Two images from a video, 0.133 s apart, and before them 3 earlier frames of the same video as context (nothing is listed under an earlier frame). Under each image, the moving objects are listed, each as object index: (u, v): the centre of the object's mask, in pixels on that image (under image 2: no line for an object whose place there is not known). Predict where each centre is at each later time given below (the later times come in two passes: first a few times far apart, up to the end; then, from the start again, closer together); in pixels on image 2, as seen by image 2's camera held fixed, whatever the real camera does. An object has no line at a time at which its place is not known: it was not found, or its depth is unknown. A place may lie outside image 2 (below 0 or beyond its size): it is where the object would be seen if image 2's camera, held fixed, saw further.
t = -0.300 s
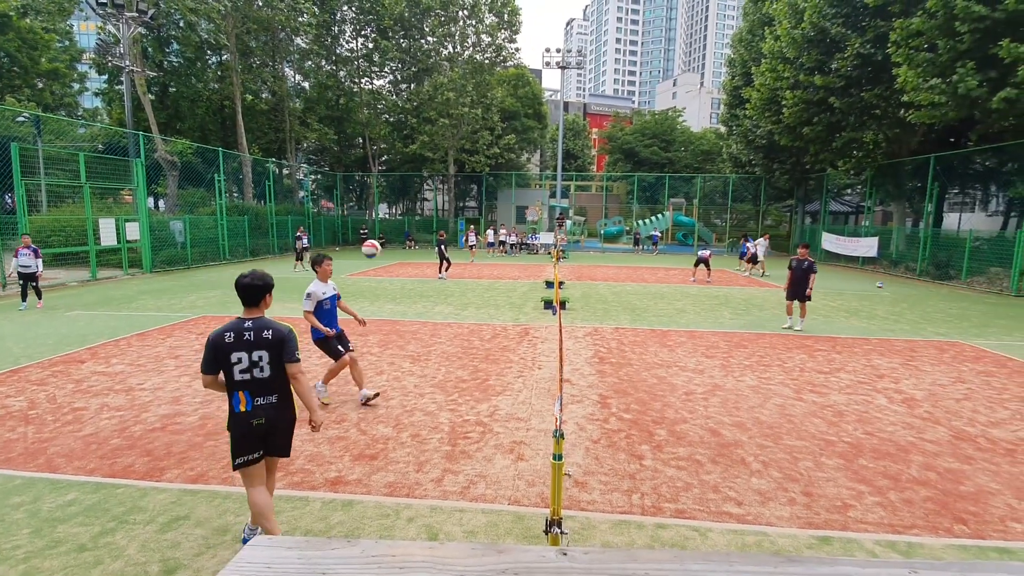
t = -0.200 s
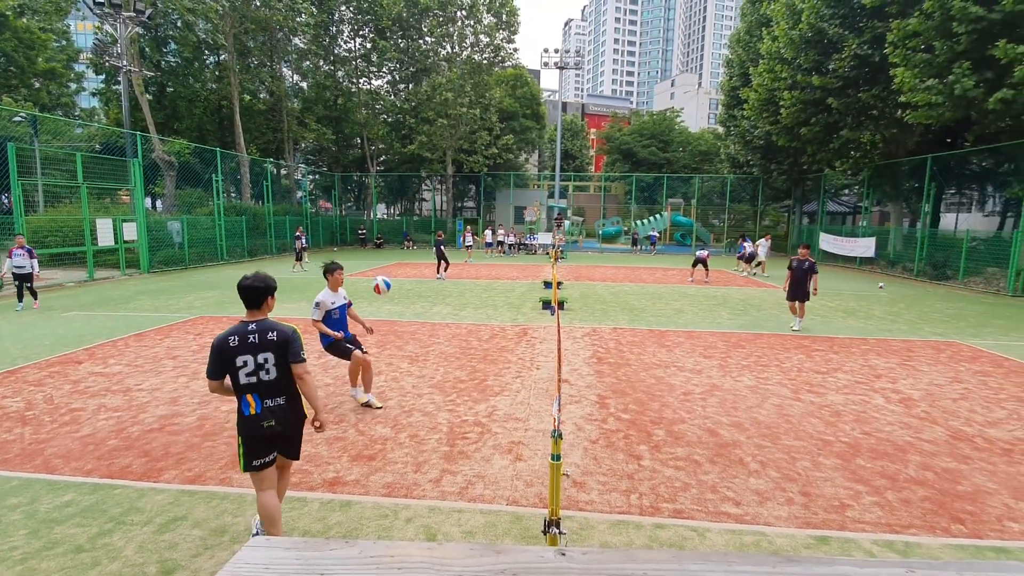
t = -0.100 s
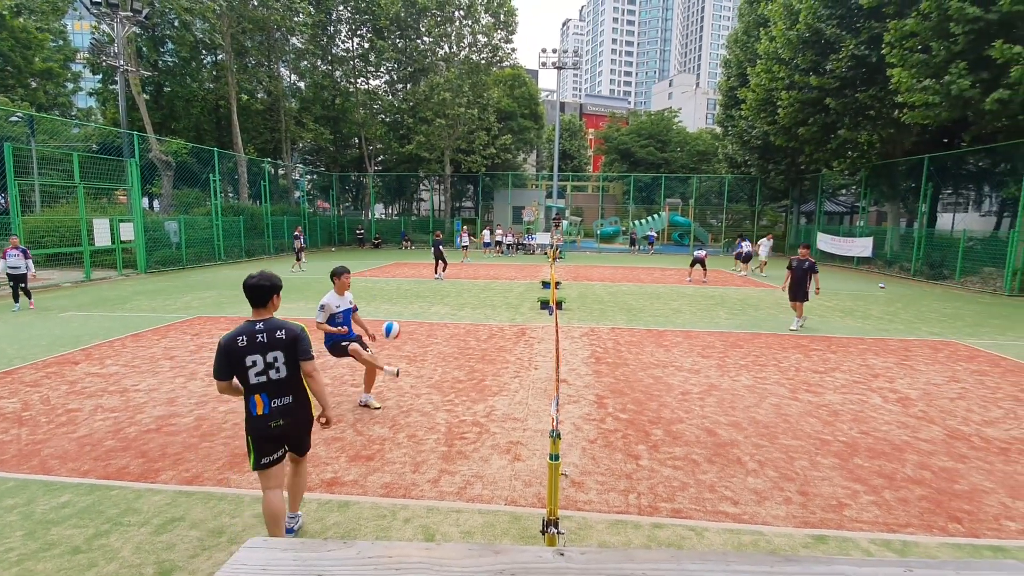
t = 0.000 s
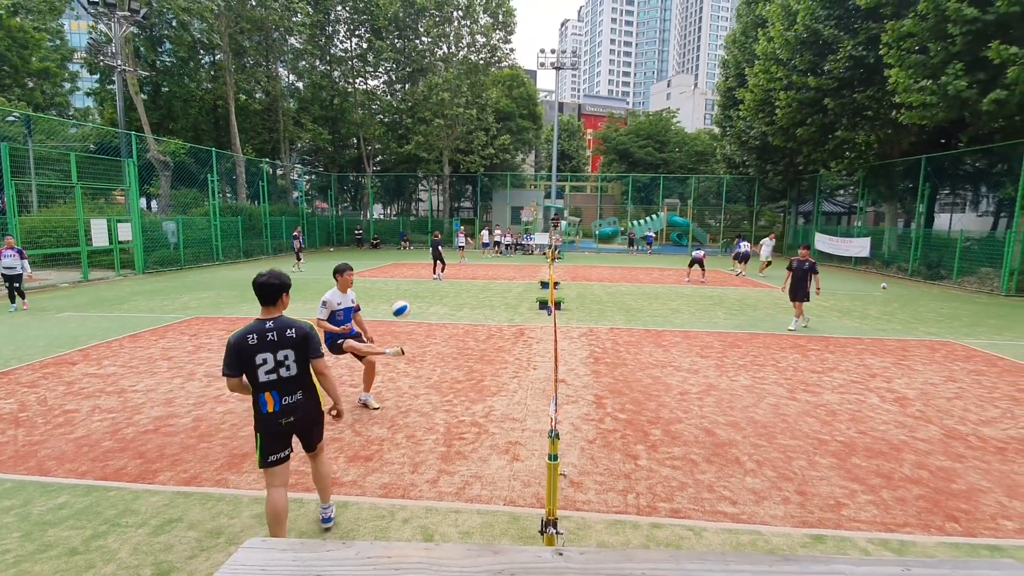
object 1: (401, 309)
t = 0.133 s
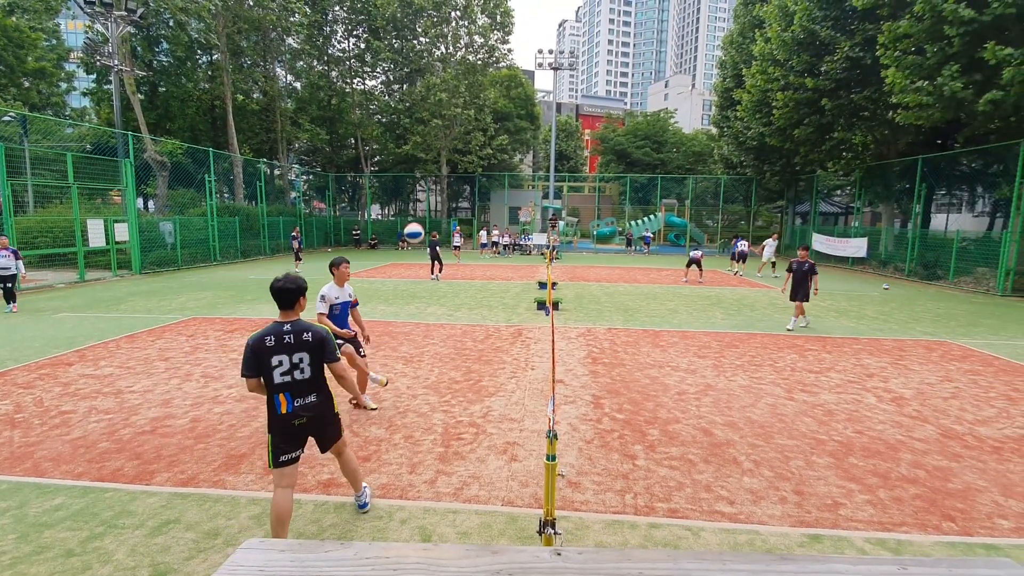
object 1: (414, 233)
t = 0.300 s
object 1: (436, 156)
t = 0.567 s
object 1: (473, 86)
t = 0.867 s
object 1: (517, 95)
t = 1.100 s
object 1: (551, 169)
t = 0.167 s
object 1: (418, 216)
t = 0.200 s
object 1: (422, 199)
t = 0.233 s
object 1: (426, 184)
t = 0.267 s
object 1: (431, 170)
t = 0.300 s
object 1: (436, 156)
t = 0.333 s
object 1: (440, 143)
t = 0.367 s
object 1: (444, 132)
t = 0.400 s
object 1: (449, 122)
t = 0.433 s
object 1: (453, 112)
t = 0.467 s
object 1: (458, 104)
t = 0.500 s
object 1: (463, 97)
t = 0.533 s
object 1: (468, 91)
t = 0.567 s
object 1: (473, 86)
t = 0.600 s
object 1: (478, 82)
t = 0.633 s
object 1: (483, 79)
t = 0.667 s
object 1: (487, 78)
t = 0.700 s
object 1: (492, 78)
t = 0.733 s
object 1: (497, 79)
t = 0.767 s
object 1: (502, 81)
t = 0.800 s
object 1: (507, 84)
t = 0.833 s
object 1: (512, 89)
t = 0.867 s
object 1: (517, 95)
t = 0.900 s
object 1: (522, 102)
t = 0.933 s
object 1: (527, 110)
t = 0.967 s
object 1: (532, 120)
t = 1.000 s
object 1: (536, 130)
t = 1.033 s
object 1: (542, 142)
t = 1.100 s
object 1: (551, 169)
